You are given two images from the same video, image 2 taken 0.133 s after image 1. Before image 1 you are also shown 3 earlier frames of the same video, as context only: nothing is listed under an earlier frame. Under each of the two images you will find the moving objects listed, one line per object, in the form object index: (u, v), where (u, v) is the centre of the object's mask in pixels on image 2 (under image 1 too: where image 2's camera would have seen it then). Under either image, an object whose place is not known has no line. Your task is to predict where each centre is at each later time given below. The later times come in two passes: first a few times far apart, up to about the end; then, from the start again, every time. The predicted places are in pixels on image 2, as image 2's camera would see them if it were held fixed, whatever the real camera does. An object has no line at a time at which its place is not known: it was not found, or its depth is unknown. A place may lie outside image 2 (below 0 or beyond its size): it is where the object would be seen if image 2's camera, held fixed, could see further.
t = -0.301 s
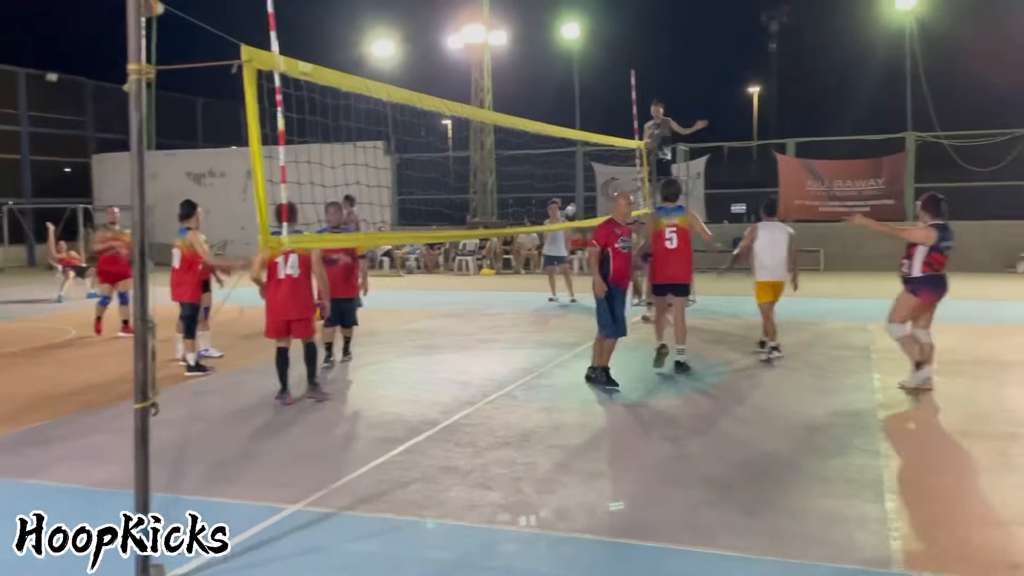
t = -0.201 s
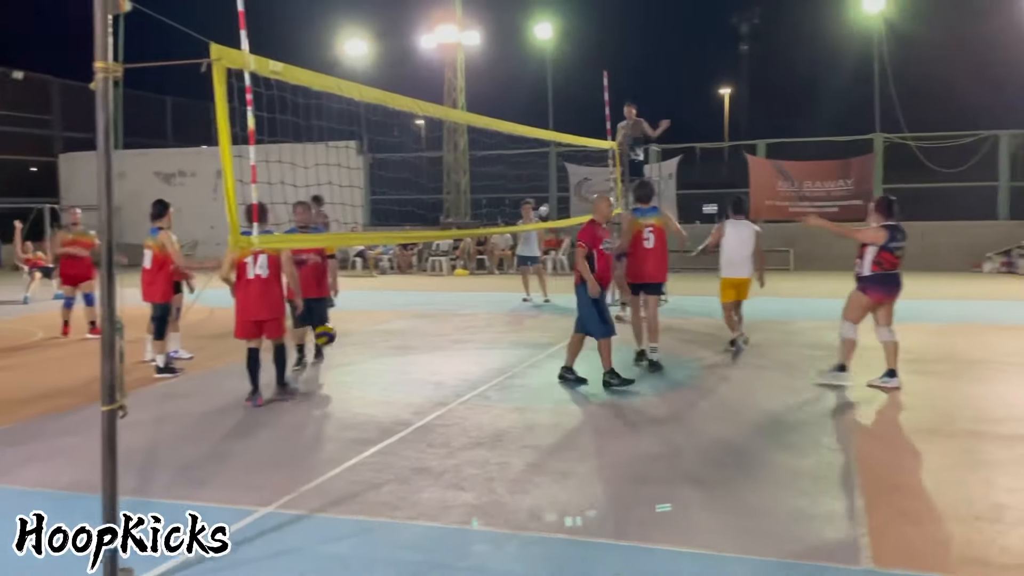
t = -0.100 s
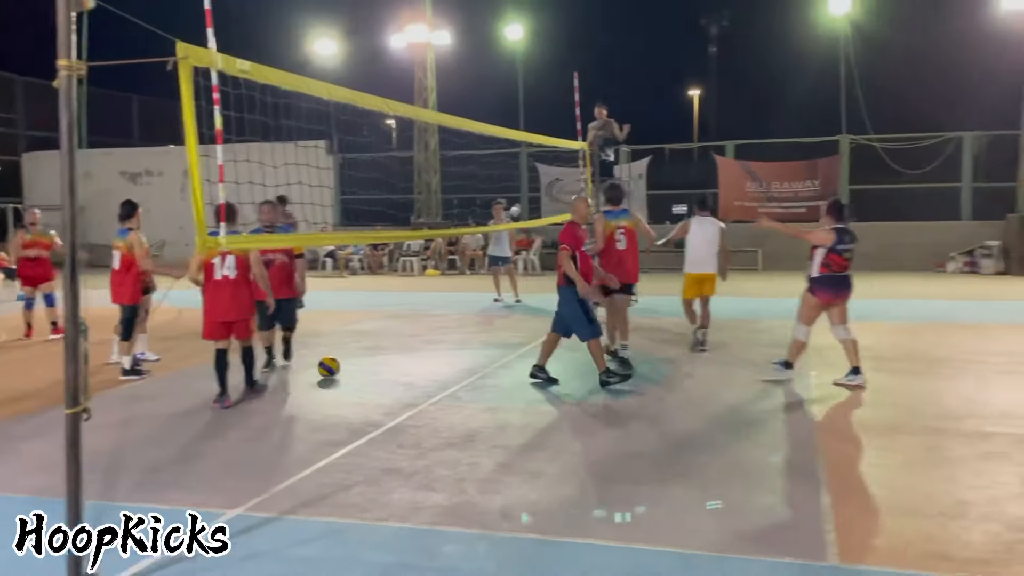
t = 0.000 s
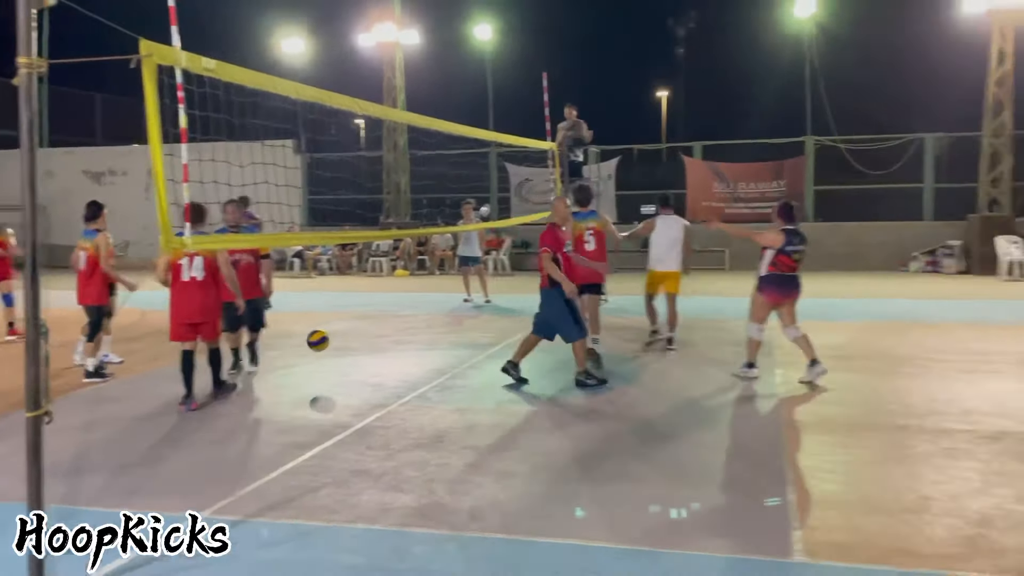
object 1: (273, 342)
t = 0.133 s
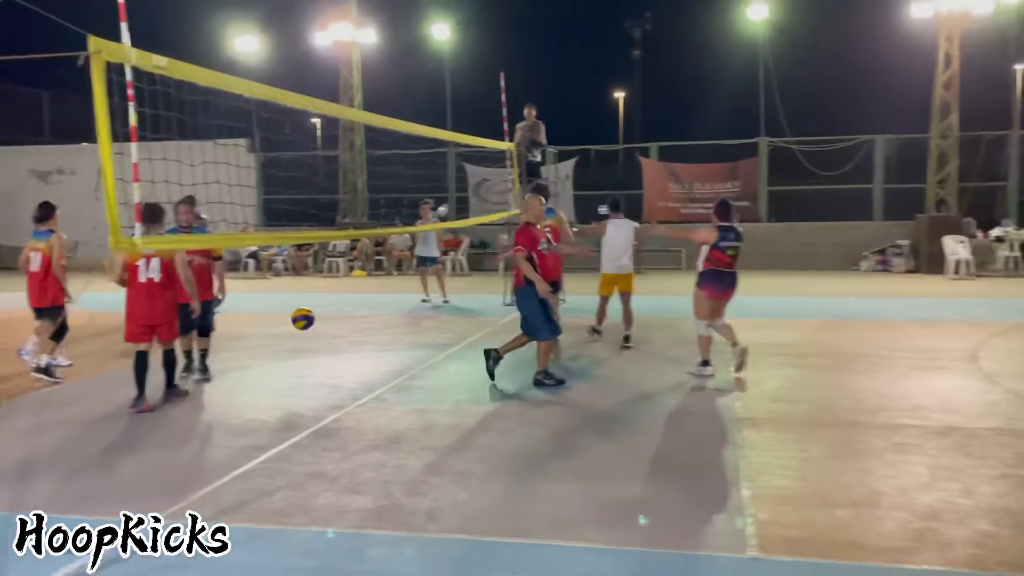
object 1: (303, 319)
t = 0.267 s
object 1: (333, 315)
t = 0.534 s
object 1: (395, 363)
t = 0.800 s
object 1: (458, 331)
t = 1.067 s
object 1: (523, 358)
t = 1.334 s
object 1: (587, 341)
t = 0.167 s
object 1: (310, 316)
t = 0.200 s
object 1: (318, 315)
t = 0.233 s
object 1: (325, 314)
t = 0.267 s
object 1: (333, 315)
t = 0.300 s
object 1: (340, 317)
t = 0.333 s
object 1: (348, 320)
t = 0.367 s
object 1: (356, 324)
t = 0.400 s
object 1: (364, 329)
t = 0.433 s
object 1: (371, 336)
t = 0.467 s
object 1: (379, 344)
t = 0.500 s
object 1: (387, 353)
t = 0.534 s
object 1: (395, 363)
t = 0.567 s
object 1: (402, 370)
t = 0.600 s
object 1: (410, 361)
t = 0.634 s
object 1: (418, 353)
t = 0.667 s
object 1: (426, 347)
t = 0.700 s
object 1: (434, 341)
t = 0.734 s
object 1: (442, 337)
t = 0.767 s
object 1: (450, 333)
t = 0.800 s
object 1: (458, 331)
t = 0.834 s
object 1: (466, 331)
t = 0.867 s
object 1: (474, 331)
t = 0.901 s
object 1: (482, 333)
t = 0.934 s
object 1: (490, 335)
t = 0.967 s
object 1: (498, 339)
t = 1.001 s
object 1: (507, 344)
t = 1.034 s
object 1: (515, 350)
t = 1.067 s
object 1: (523, 358)
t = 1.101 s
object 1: (531, 367)
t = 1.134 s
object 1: (539, 369)
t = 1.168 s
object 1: (547, 361)
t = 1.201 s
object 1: (555, 355)
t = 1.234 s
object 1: (563, 350)
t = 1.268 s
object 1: (571, 346)
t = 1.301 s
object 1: (579, 343)
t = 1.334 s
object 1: (587, 341)
